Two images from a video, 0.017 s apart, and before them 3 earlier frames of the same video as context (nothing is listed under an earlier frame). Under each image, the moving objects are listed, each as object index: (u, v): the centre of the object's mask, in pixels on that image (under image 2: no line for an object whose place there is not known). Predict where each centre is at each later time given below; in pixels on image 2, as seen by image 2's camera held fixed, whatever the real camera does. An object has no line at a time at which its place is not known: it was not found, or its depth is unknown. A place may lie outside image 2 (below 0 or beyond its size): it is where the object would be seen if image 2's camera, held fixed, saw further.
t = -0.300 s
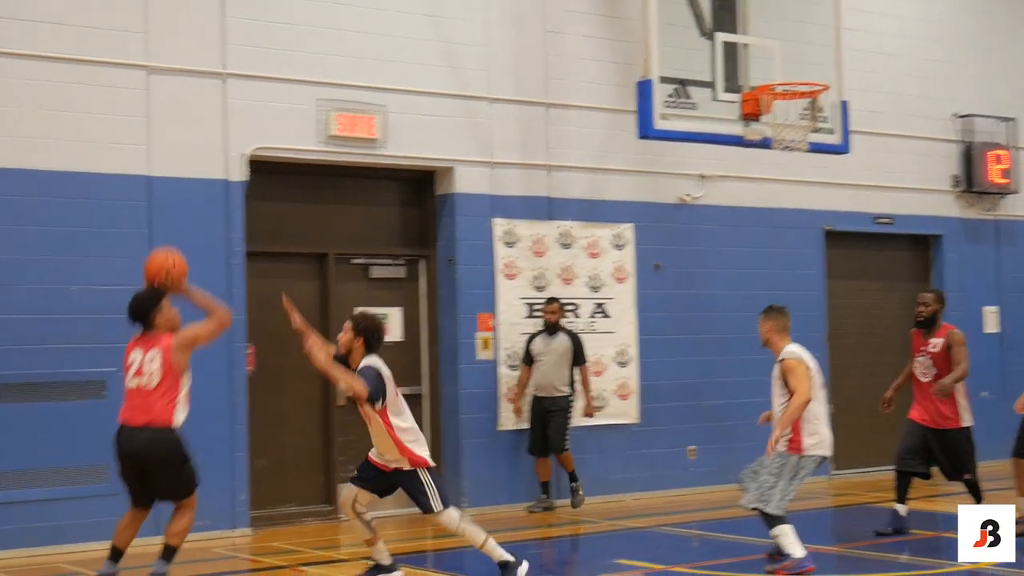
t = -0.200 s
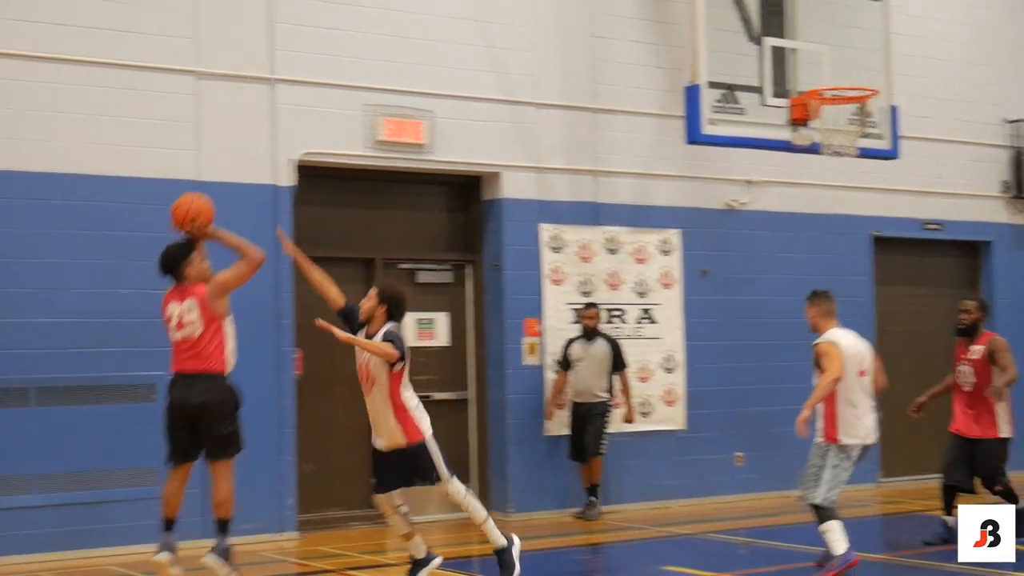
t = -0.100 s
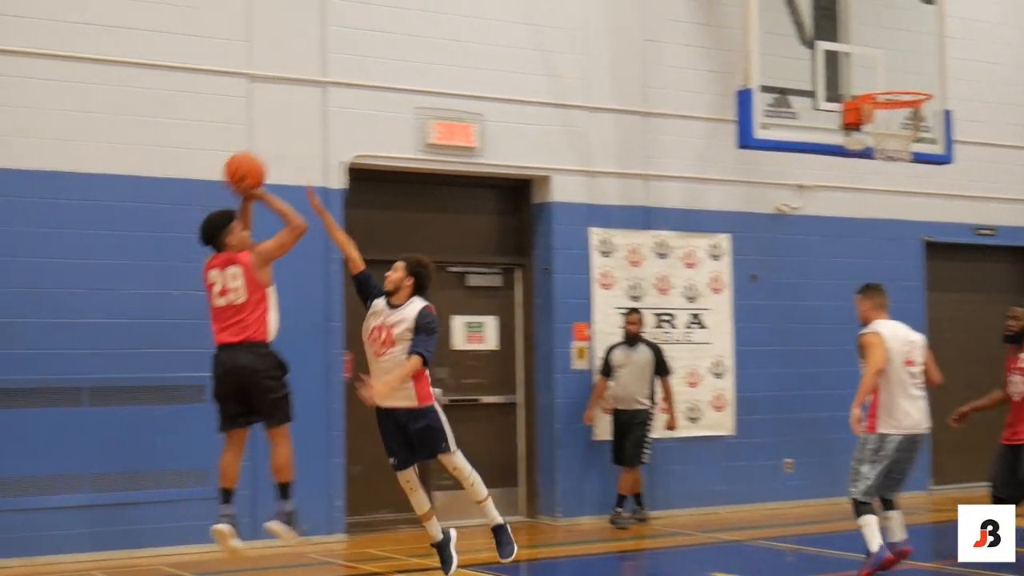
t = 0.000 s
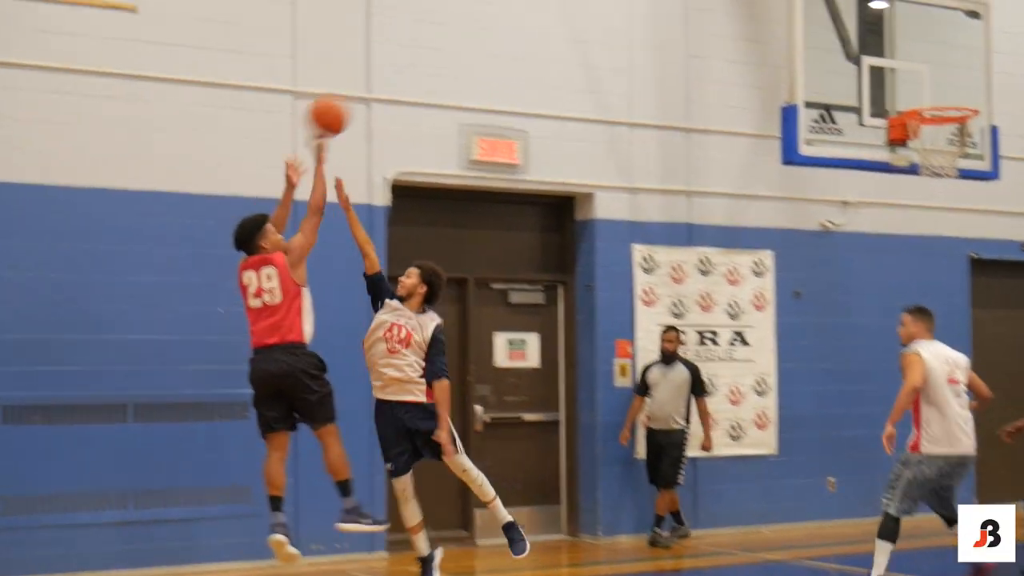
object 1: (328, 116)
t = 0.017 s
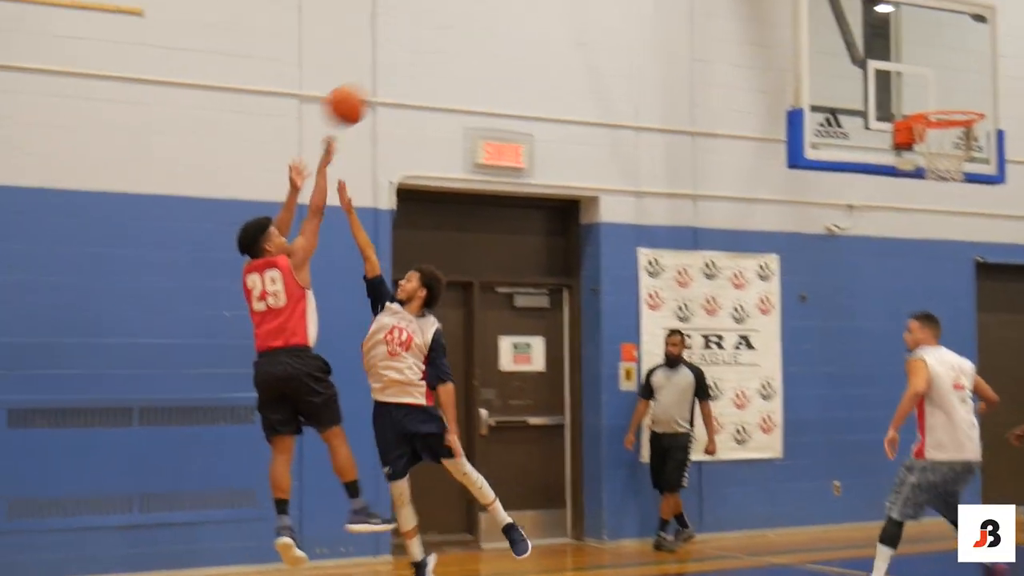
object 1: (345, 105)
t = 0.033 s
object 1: (357, 90)
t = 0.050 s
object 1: (370, 76)
